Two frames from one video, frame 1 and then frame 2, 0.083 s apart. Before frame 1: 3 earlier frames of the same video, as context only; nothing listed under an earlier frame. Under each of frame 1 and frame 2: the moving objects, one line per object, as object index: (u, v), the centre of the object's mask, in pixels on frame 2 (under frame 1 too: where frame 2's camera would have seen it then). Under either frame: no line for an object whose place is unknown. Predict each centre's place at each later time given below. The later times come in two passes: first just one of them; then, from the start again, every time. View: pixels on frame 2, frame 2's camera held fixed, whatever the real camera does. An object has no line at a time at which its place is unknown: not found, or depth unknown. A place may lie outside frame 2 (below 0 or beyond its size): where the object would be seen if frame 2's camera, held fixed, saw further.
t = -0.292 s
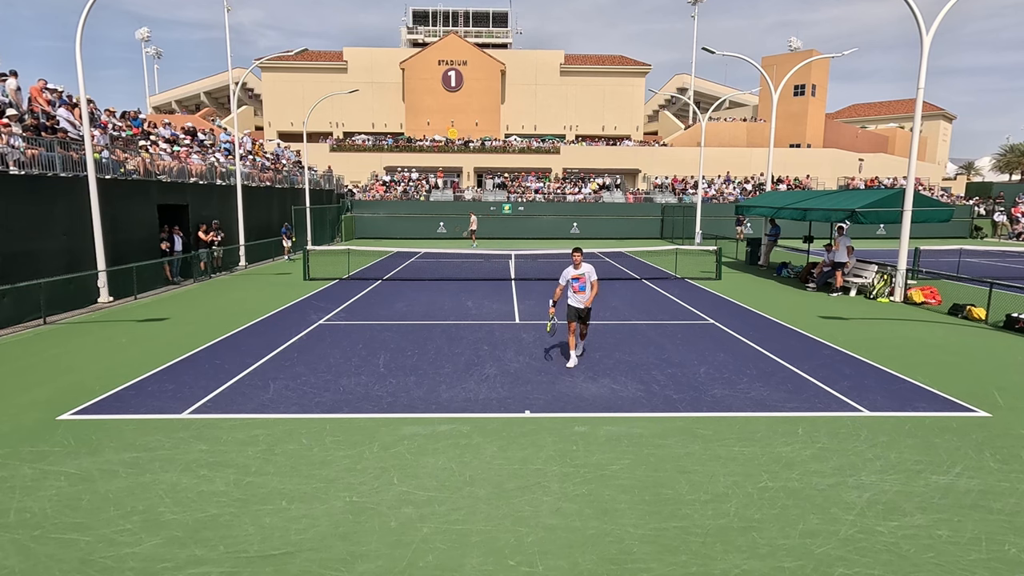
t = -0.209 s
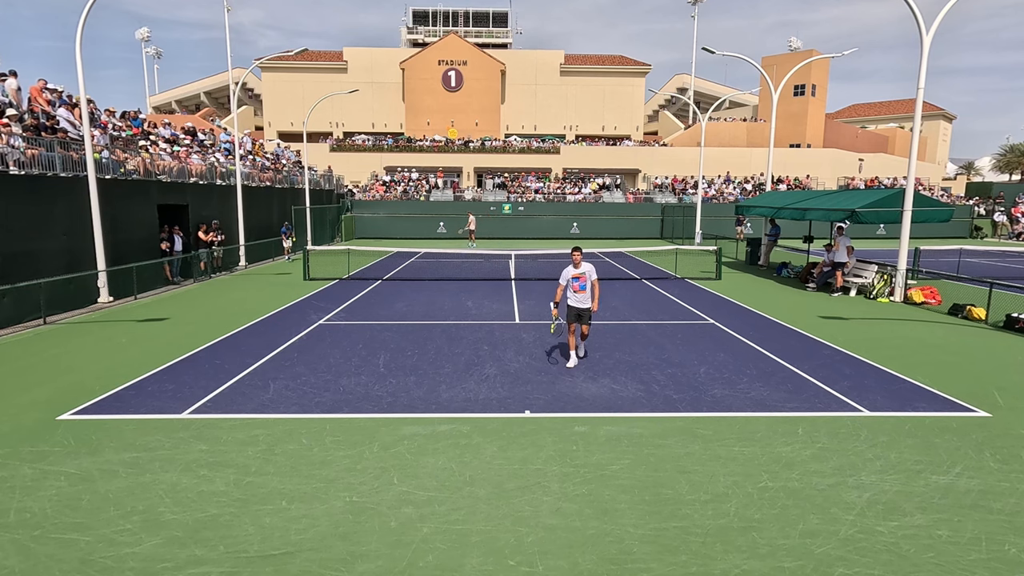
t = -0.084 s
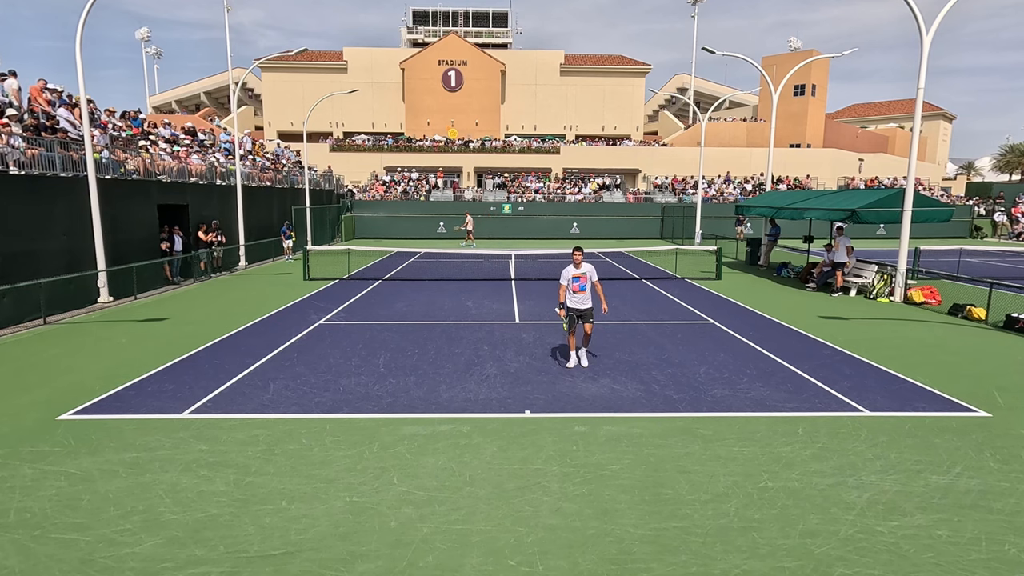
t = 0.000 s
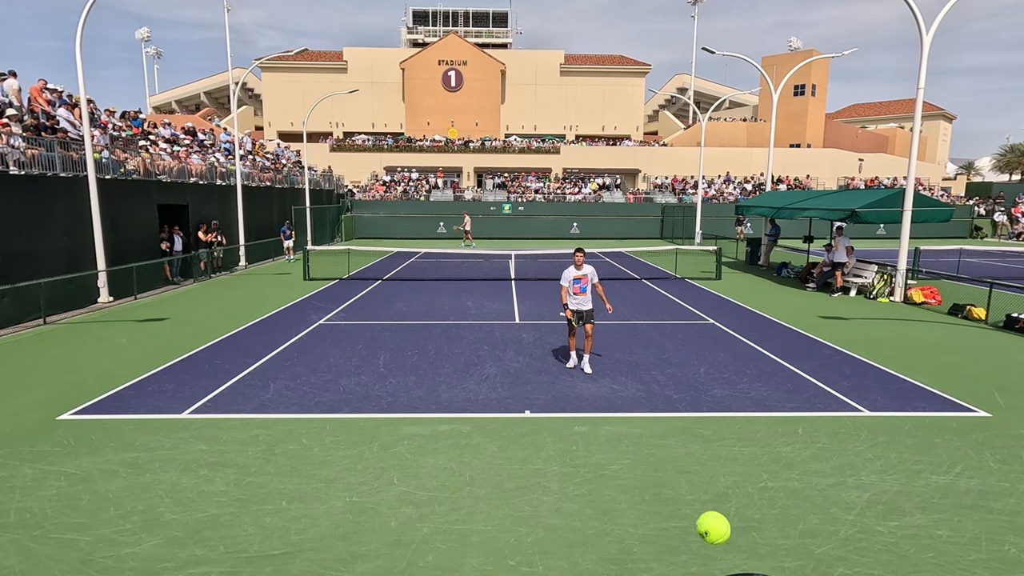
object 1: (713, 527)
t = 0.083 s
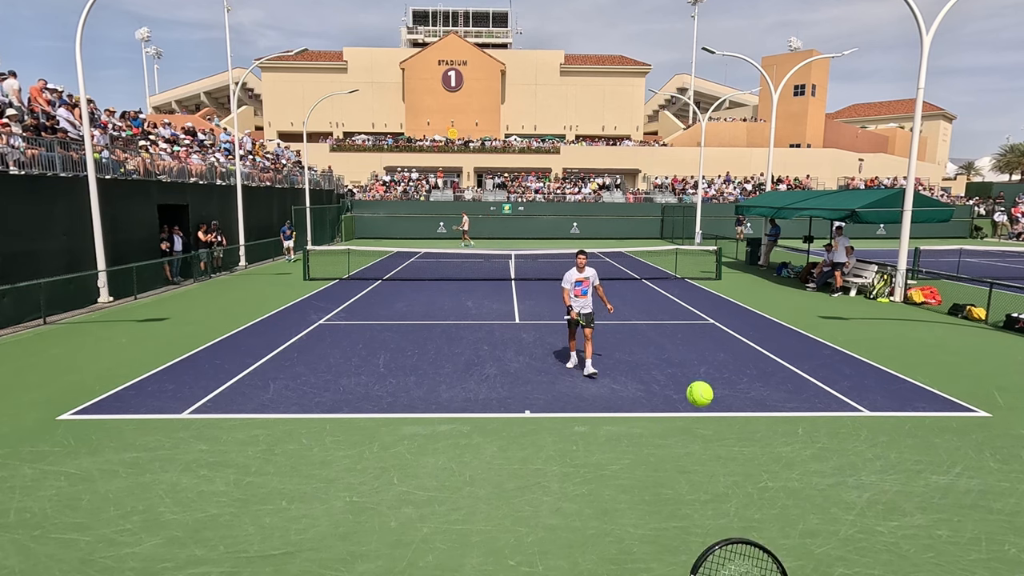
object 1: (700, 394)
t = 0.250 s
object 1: (683, 296)
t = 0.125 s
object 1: (695, 354)
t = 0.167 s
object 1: (690, 326)
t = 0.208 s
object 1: (686, 308)
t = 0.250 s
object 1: (683, 296)
